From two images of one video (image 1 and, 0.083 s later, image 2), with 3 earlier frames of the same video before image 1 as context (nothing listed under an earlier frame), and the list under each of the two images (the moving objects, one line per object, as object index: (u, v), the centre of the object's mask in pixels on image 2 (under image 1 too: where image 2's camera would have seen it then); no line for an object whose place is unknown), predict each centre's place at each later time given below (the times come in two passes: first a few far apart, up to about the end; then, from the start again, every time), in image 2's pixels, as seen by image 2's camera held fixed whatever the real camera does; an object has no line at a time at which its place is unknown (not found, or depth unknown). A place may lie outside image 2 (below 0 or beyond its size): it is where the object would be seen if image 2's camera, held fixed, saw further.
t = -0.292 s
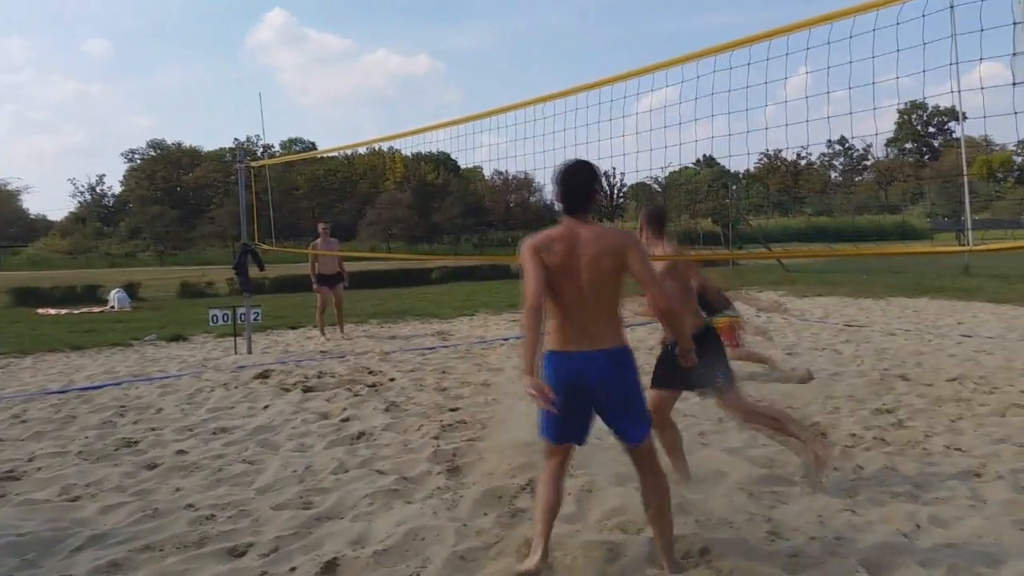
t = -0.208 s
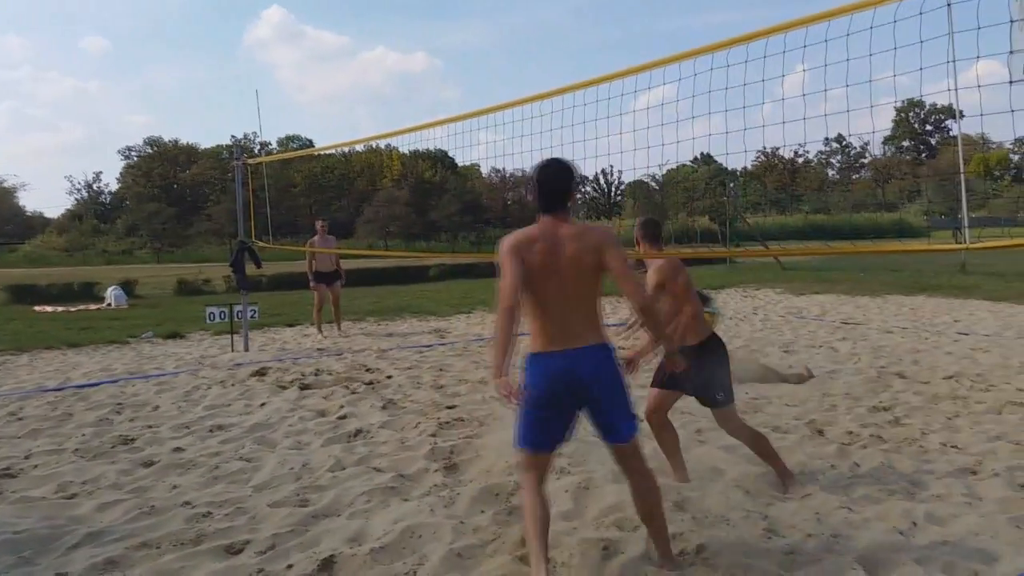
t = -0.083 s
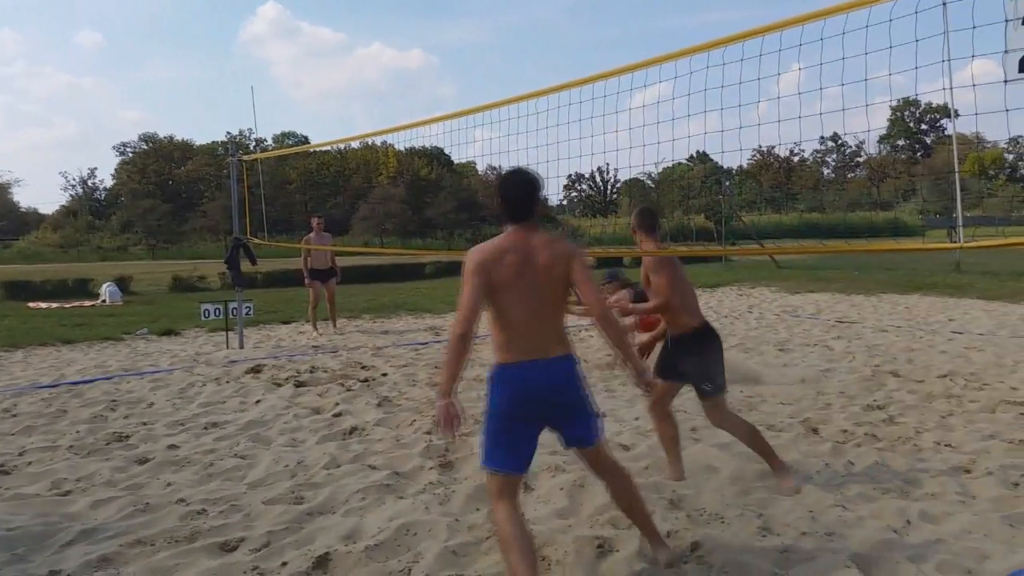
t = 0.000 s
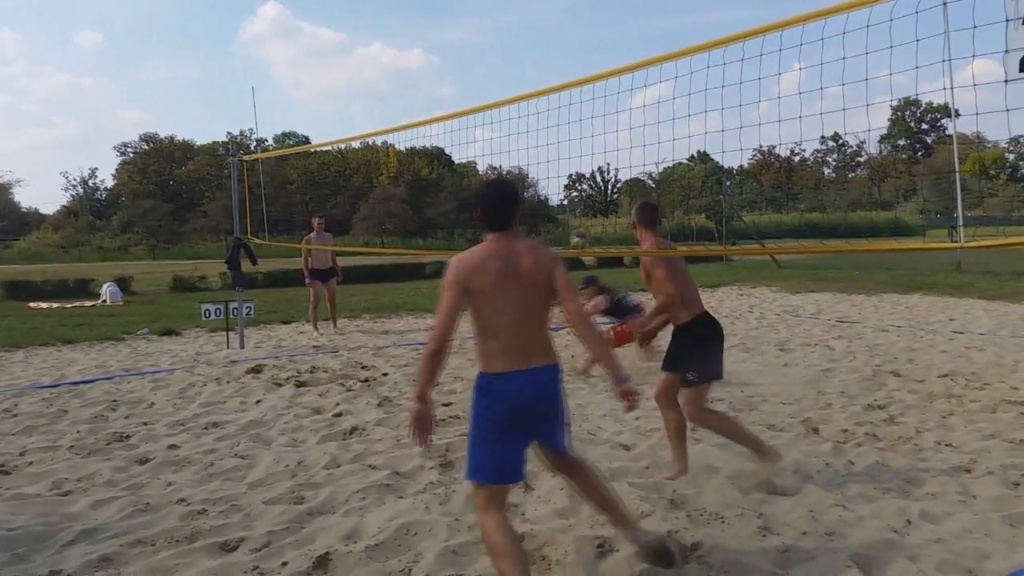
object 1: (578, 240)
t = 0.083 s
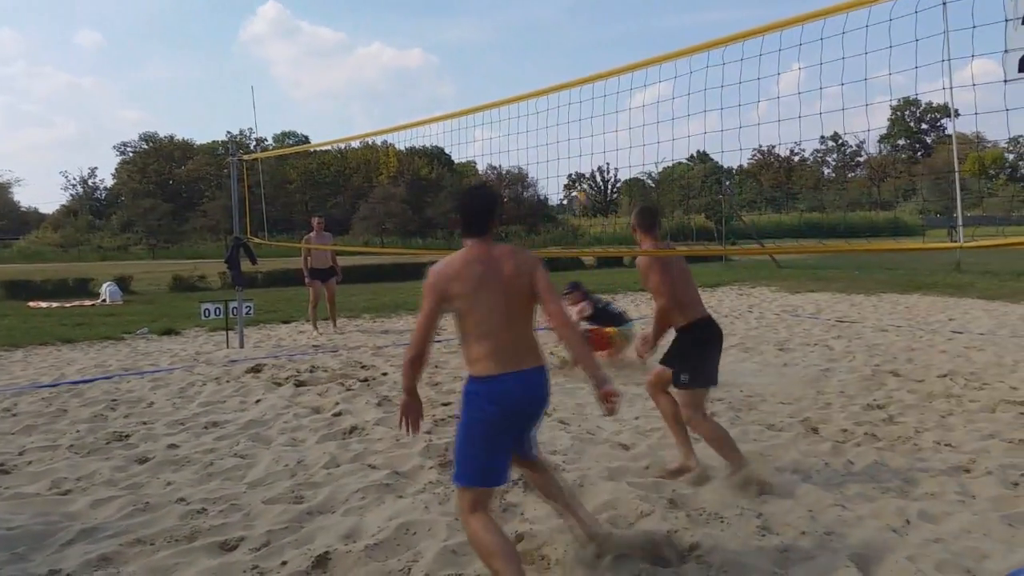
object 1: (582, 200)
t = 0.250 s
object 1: (593, 127)
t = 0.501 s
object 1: (614, 58)
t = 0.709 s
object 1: (634, 52)
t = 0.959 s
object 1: (665, 117)
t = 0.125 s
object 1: (584, 177)
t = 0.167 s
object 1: (588, 159)
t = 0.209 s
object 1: (590, 144)
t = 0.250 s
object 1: (593, 127)
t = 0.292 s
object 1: (597, 113)
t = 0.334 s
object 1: (600, 99)
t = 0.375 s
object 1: (603, 90)
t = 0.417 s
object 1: (607, 83)
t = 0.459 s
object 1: (610, 63)
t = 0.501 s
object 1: (614, 58)
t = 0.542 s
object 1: (617, 55)
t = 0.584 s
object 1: (622, 53)
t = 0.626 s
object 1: (626, 50)
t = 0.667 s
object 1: (630, 51)
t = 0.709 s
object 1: (634, 52)
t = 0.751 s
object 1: (638, 54)
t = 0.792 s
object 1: (646, 73)
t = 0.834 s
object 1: (650, 78)
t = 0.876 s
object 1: (654, 87)
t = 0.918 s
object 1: (659, 102)
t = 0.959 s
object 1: (665, 117)
